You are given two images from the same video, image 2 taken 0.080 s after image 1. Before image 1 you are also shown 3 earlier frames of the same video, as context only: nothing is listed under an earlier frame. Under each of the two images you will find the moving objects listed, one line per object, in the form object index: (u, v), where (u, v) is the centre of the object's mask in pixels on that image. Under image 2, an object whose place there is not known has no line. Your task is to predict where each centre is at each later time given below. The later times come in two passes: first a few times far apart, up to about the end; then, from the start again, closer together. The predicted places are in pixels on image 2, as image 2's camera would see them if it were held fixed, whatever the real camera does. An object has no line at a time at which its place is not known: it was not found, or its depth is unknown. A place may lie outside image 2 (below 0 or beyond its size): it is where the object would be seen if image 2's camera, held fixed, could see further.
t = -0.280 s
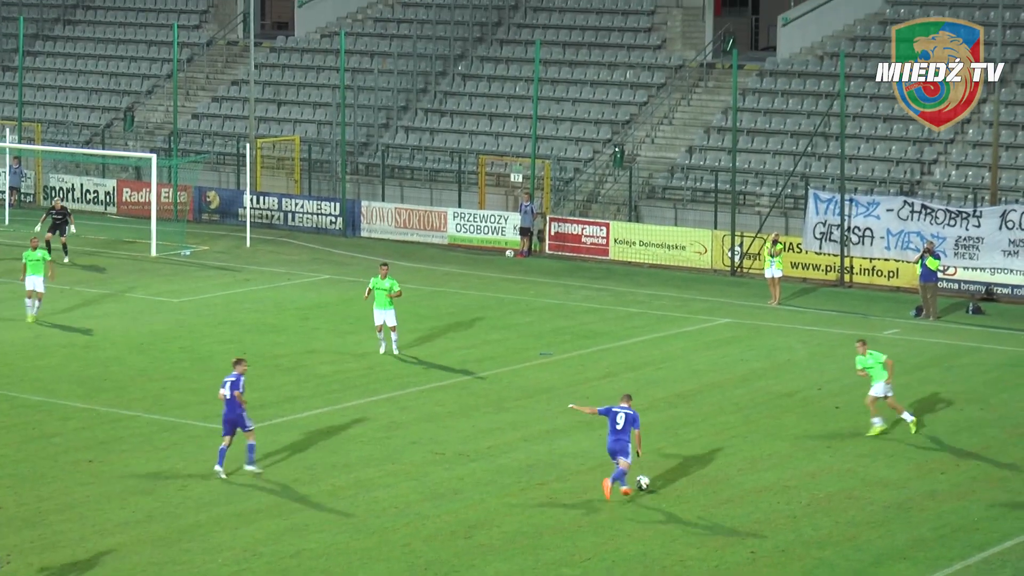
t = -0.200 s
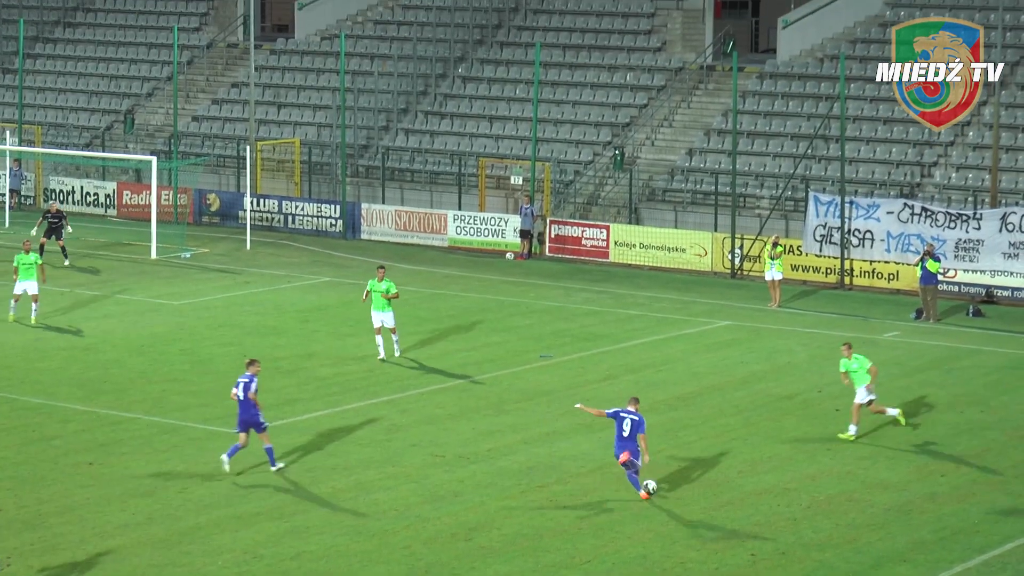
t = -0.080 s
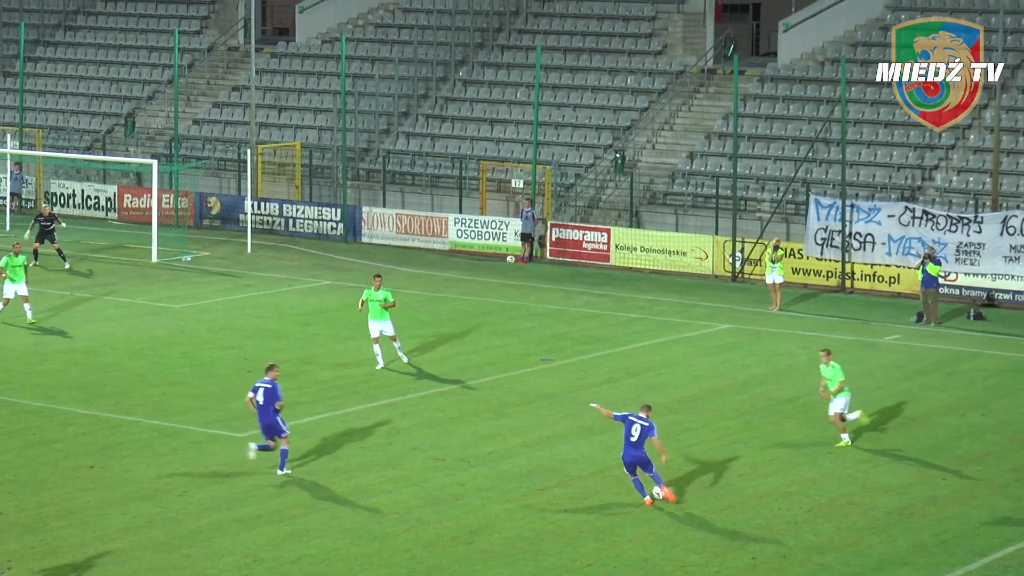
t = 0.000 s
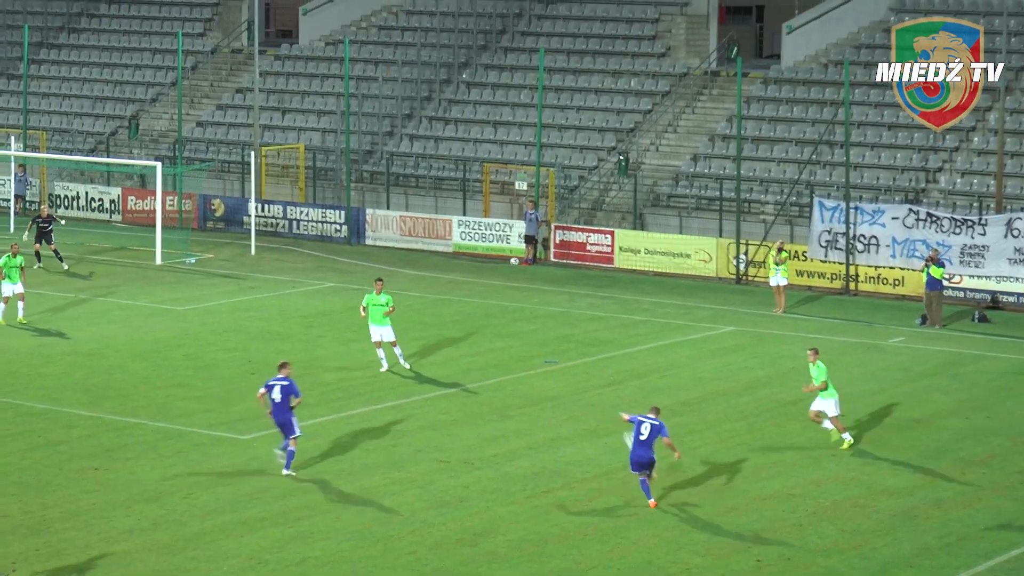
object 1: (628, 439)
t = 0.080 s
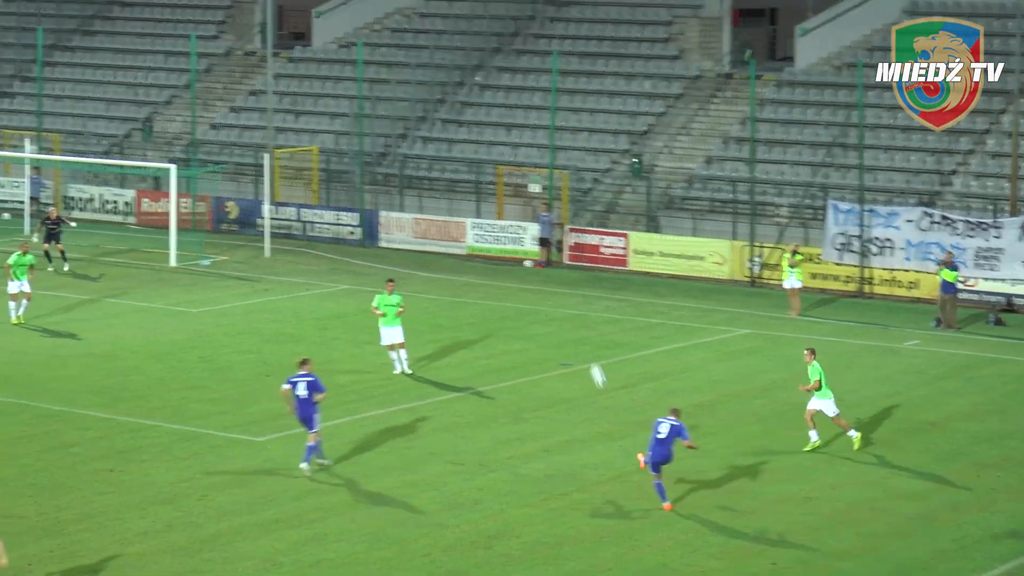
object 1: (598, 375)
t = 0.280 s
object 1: (482, 230)
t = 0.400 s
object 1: (420, 163)
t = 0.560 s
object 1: (340, 88)
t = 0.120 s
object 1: (574, 343)
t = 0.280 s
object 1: (482, 230)
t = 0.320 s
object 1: (461, 206)
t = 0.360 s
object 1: (440, 184)
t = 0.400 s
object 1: (420, 163)
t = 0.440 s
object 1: (400, 143)
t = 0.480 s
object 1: (380, 123)
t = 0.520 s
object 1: (360, 105)
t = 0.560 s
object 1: (340, 88)
